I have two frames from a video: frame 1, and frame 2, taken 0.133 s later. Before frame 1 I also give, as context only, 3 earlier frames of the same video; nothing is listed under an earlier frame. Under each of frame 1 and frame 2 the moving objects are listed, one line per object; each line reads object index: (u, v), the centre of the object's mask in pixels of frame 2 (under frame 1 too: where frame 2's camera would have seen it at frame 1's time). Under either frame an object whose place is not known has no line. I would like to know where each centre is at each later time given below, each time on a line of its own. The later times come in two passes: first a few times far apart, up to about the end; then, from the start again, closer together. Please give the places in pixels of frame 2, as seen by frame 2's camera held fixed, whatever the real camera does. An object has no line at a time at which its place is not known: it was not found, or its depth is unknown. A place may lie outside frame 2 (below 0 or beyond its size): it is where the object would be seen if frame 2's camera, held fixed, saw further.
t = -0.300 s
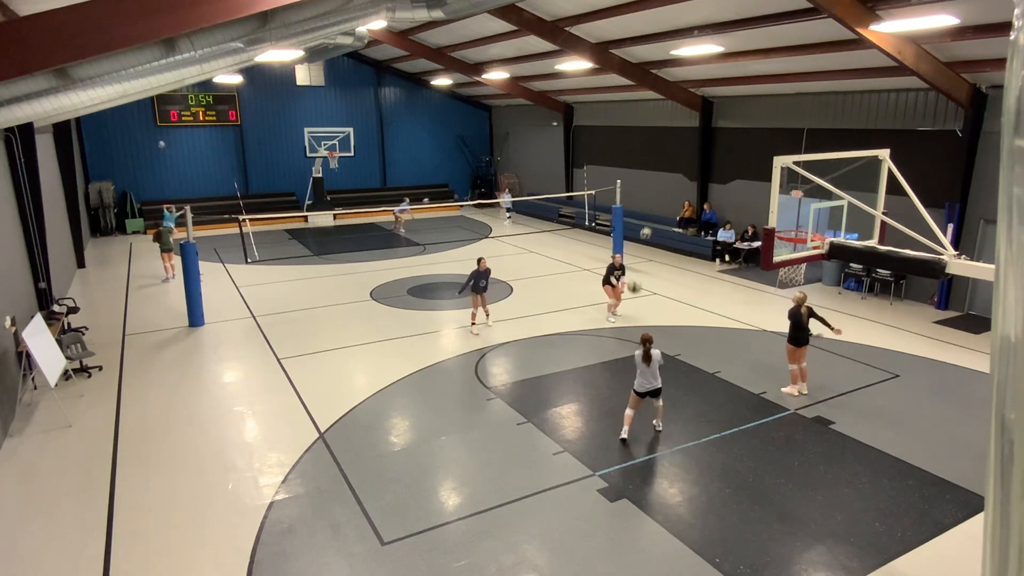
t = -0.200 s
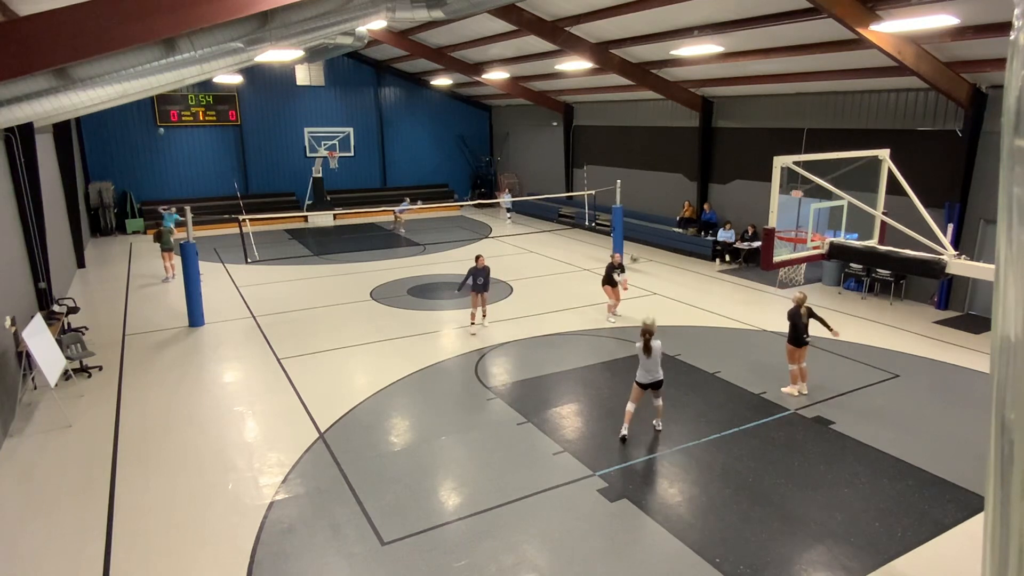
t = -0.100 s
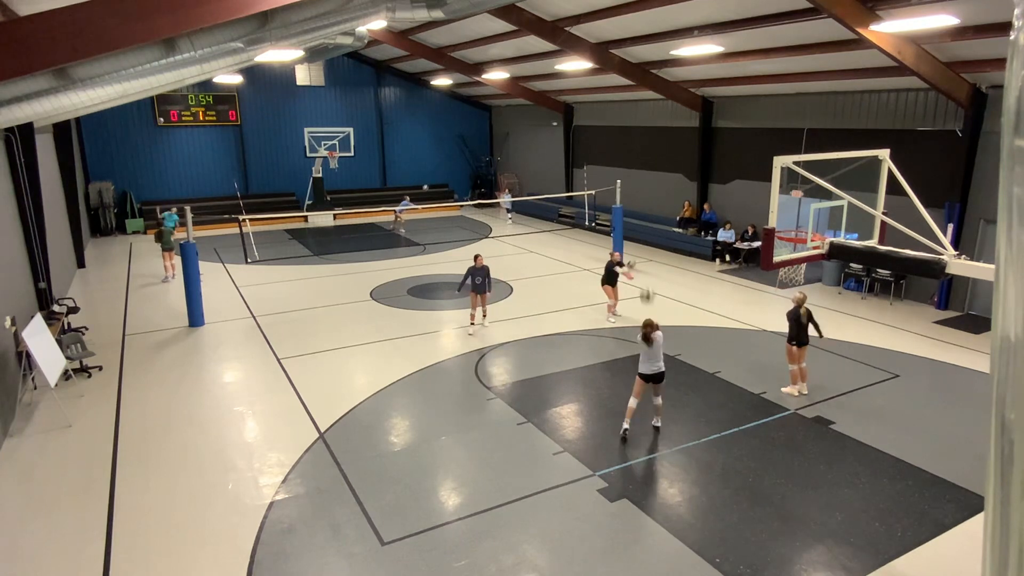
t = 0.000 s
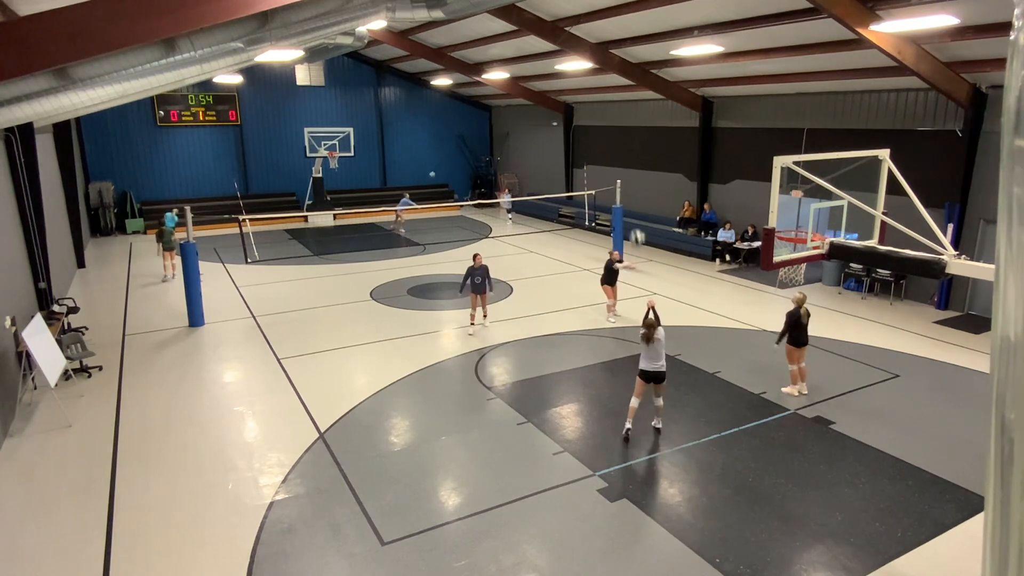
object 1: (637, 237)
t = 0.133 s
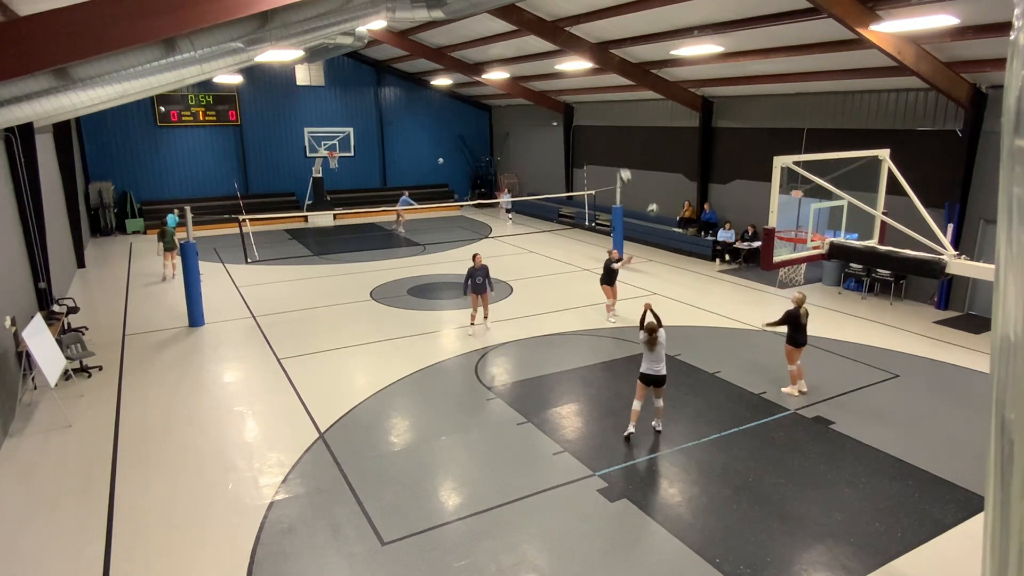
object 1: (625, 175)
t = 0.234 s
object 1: (614, 142)
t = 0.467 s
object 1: (592, 89)
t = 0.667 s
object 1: (575, 77)
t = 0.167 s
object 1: (621, 163)
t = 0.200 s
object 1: (618, 153)
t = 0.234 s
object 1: (614, 142)
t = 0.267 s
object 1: (611, 132)
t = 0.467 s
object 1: (592, 89)
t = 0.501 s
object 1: (589, 86)
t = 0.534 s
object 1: (587, 82)
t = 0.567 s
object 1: (584, 79)
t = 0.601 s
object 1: (581, 79)
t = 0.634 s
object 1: (578, 77)
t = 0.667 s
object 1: (575, 77)
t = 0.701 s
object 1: (572, 78)
